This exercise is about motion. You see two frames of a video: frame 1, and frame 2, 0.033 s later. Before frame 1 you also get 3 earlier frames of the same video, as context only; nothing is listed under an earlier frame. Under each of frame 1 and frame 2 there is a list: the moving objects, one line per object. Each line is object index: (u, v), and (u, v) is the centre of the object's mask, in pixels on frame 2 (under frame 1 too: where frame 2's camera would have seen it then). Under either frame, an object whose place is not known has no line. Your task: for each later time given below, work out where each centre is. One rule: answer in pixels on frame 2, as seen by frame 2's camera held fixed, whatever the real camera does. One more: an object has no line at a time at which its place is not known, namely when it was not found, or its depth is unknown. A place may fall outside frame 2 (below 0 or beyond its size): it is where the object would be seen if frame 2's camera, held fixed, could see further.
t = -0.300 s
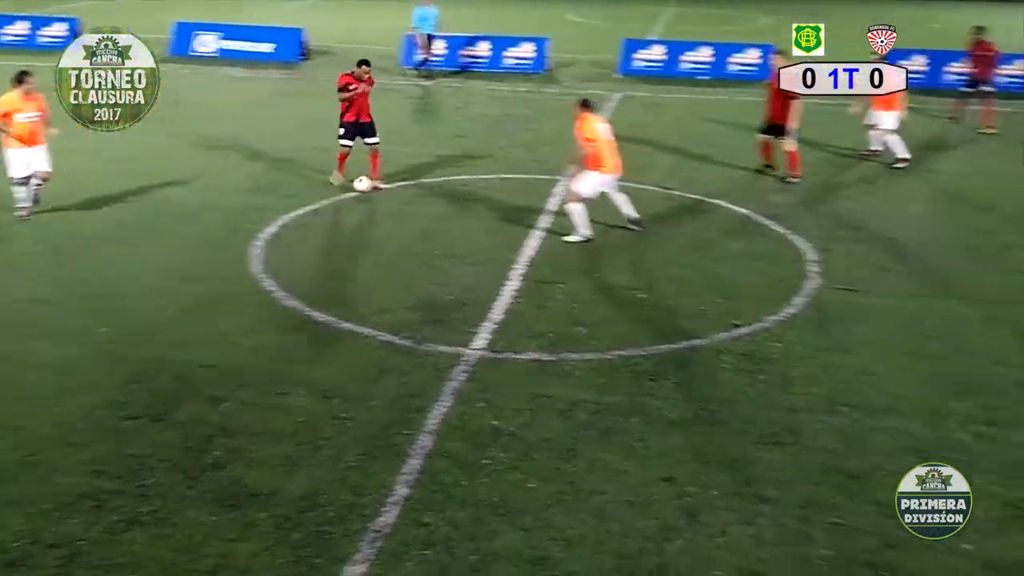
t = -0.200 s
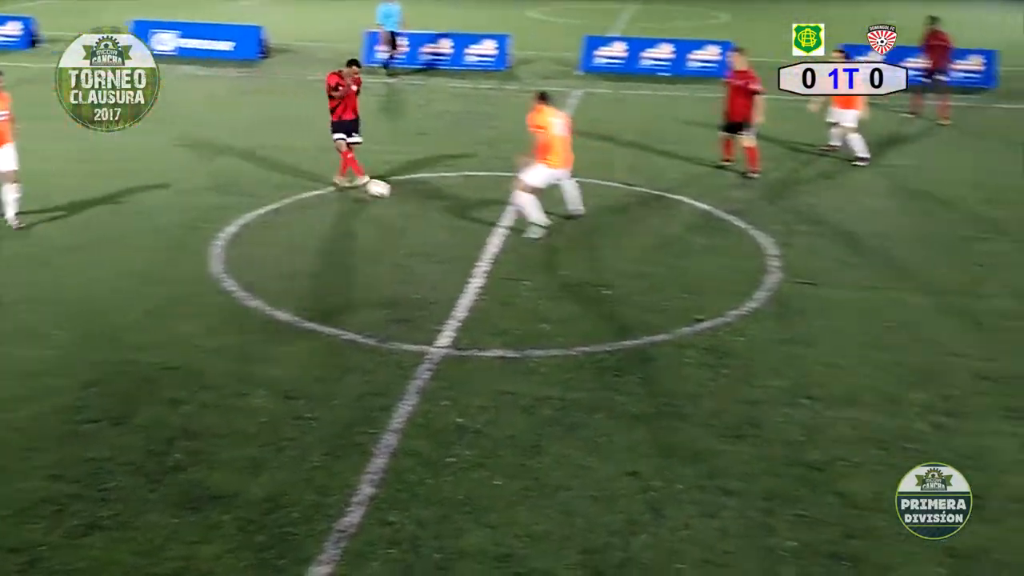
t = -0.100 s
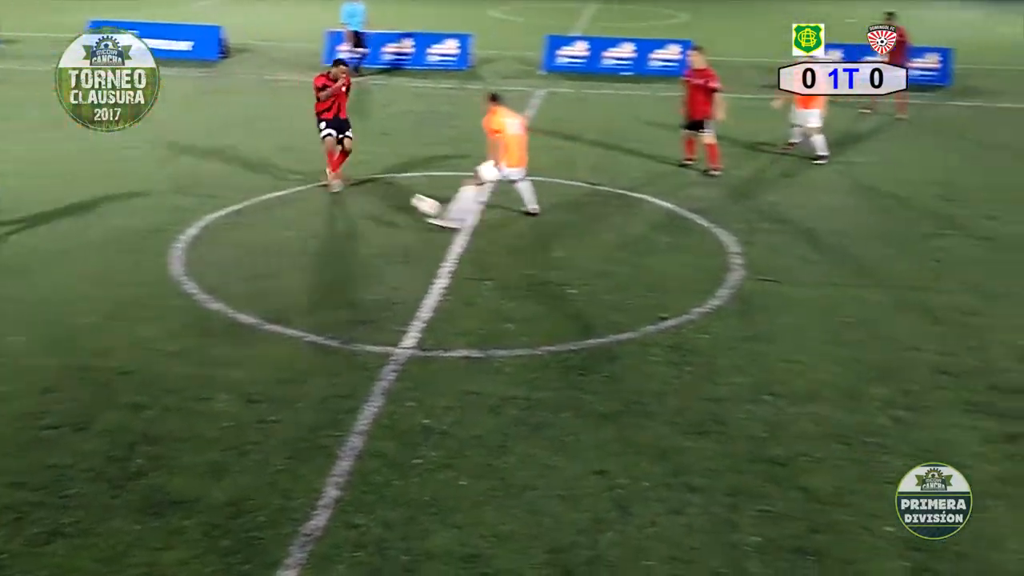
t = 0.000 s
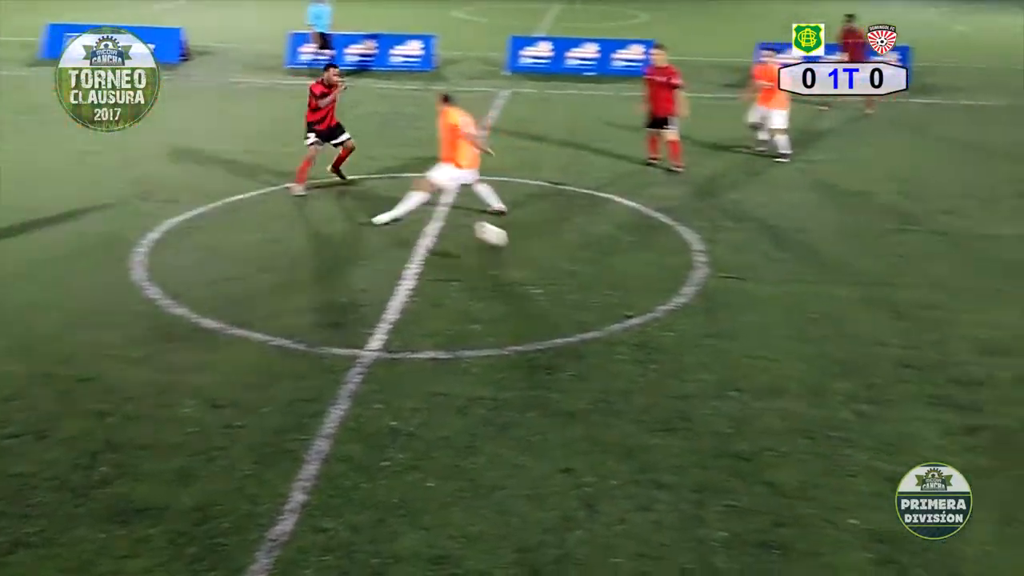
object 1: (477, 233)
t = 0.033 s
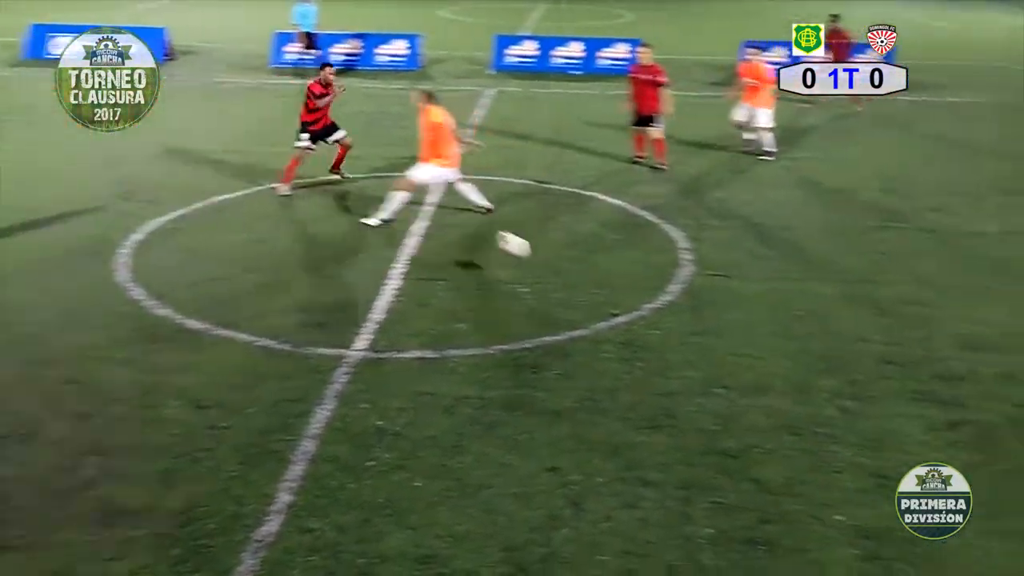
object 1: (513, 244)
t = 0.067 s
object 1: (552, 258)
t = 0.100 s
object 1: (592, 273)
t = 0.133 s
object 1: (635, 290)
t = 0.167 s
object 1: (681, 310)
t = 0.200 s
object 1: (726, 330)
